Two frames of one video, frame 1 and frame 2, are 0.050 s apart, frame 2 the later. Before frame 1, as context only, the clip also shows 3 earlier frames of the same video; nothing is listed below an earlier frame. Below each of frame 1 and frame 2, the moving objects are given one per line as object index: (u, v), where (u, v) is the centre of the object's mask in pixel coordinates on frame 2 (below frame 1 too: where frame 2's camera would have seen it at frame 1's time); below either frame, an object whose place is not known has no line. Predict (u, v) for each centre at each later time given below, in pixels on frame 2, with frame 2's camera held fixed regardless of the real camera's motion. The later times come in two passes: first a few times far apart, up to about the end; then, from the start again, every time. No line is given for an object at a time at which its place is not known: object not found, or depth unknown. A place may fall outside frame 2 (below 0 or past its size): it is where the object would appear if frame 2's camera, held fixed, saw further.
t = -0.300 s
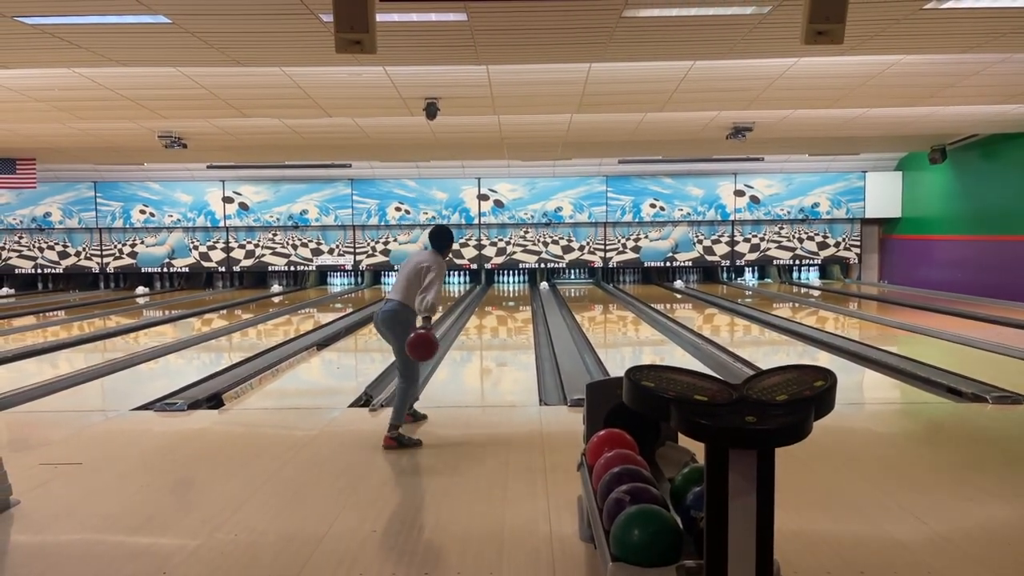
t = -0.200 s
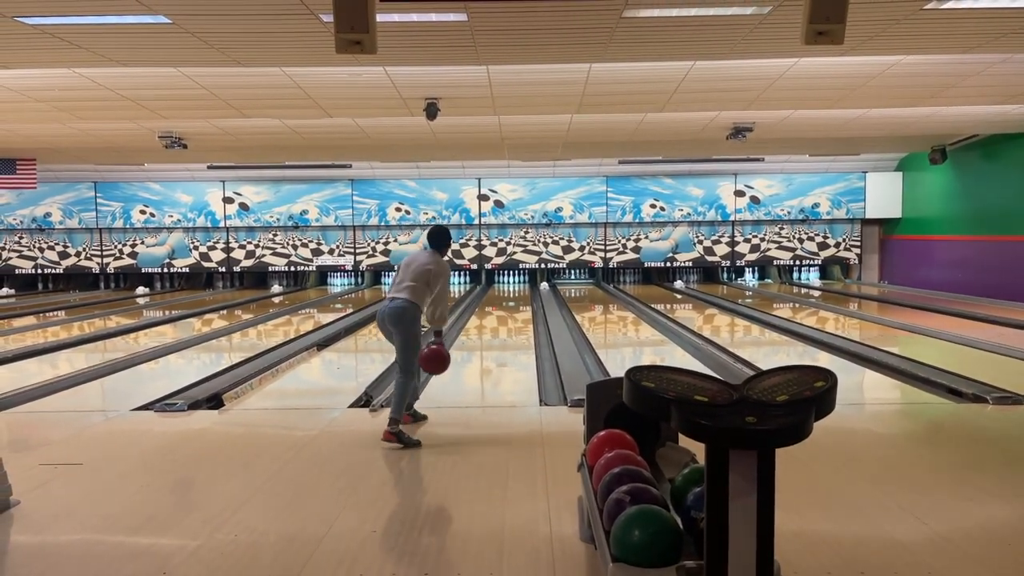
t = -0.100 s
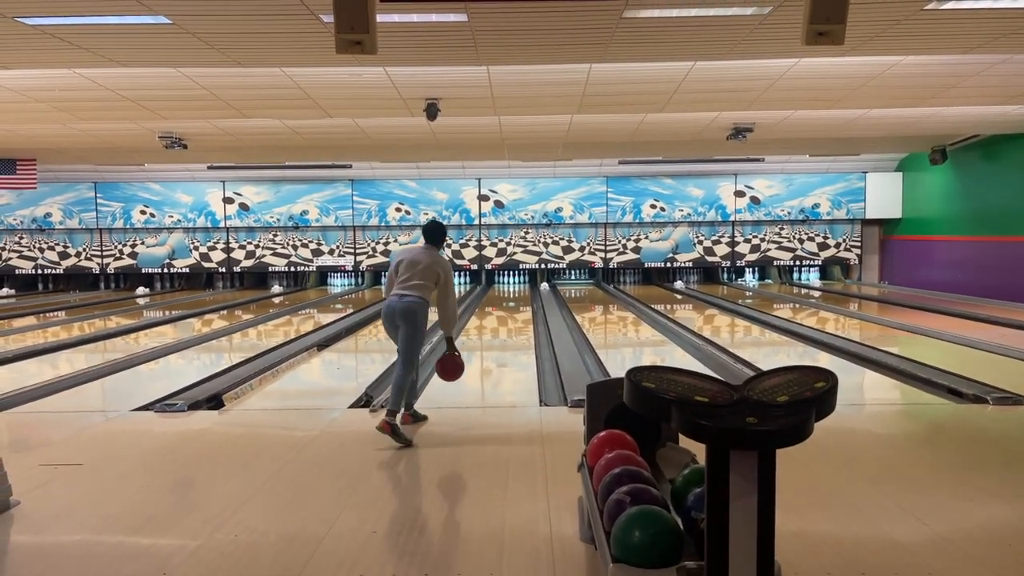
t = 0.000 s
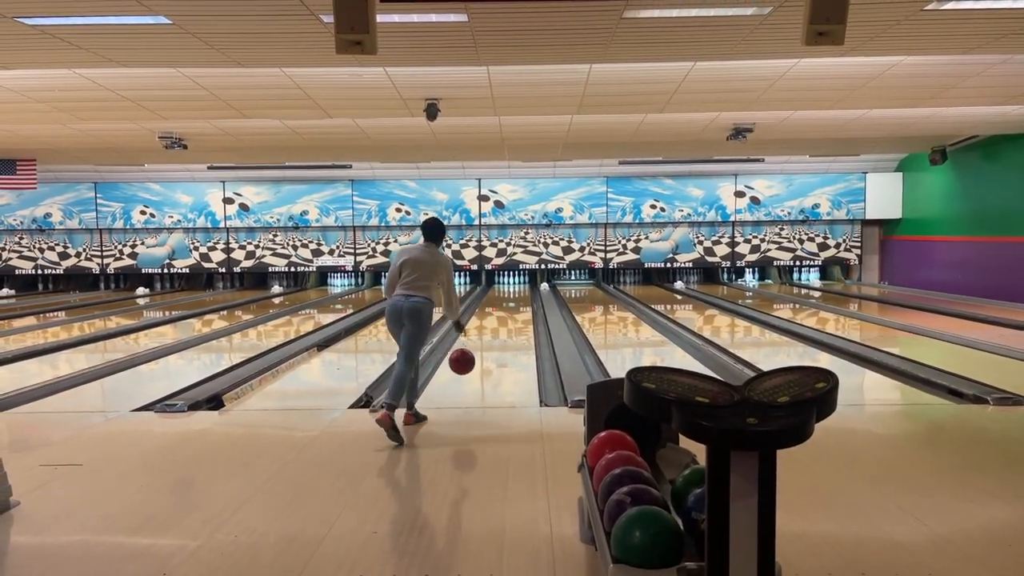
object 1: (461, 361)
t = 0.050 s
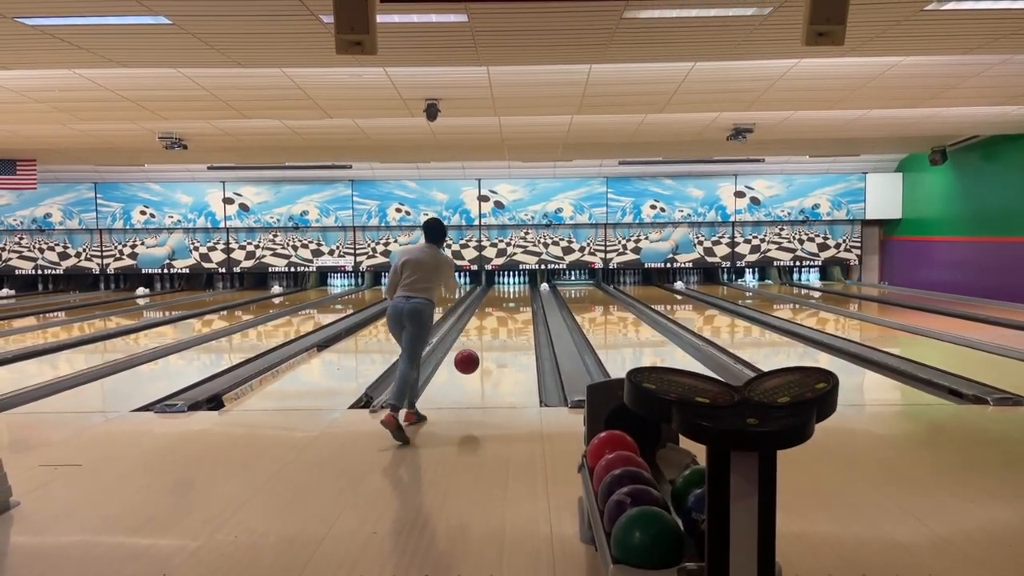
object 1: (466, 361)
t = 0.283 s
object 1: (485, 366)
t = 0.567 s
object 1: (500, 344)
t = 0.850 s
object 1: (510, 329)
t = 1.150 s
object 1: (518, 317)
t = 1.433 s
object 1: (523, 308)
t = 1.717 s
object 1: (527, 302)
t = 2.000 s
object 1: (530, 297)
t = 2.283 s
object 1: (534, 294)
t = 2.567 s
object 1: (534, 291)
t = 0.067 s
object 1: (468, 362)
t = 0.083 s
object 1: (470, 363)
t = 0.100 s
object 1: (471, 364)
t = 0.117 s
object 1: (473, 365)
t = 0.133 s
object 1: (474, 367)
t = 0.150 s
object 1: (475, 369)
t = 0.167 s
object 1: (477, 371)
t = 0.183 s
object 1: (478, 373)
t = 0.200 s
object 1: (479, 374)
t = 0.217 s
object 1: (480, 372)
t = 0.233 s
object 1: (481, 370)
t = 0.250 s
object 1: (483, 368)
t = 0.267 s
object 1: (484, 367)
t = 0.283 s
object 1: (485, 366)
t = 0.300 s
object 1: (486, 365)
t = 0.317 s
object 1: (487, 363)
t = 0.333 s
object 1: (488, 362)
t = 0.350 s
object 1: (489, 360)
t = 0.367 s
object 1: (490, 358)
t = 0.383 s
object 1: (491, 357)
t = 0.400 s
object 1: (492, 356)
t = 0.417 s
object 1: (493, 355)
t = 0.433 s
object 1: (493, 353)
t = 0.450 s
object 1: (494, 352)
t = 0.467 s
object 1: (495, 351)
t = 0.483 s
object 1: (496, 350)
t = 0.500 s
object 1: (497, 348)
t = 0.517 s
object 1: (497, 347)
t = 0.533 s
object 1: (498, 346)
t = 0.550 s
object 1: (499, 345)
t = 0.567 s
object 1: (500, 344)
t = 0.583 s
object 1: (500, 343)
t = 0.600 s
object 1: (501, 342)
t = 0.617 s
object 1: (502, 341)
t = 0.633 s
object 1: (502, 340)
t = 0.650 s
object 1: (503, 339)
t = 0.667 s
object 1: (504, 338)
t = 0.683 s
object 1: (504, 337)
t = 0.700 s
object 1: (505, 336)
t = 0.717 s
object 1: (506, 335)
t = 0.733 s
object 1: (506, 335)
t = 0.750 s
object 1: (507, 334)
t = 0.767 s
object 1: (507, 333)
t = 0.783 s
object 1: (508, 332)
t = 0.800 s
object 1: (509, 331)
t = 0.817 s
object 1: (509, 330)
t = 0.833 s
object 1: (510, 330)
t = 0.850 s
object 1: (510, 329)
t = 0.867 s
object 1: (511, 328)
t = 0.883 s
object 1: (511, 328)
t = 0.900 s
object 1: (512, 327)
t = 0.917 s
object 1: (512, 326)
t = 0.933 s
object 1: (513, 325)
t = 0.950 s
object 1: (513, 325)
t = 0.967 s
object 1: (513, 324)
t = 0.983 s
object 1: (514, 323)
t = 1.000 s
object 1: (515, 323)
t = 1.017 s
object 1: (515, 322)
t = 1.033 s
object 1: (515, 321)
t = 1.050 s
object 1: (516, 321)
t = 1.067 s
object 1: (516, 320)
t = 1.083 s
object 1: (516, 320)
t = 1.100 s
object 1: (517, 319)
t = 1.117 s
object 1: (517, 318)
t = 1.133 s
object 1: (517, 318)
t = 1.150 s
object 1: (518, 317)
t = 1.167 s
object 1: (519, 316)
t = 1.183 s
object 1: (519, 316)
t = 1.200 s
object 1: (519, 316)
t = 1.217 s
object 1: (519, 315)
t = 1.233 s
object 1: (520, 314)
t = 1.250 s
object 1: (520, 313)
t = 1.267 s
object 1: (521, 313)
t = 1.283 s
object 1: (521, 313)
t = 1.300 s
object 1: (521, 312)
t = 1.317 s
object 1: (522, 312)
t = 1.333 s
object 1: (522, 311)
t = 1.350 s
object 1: (522, 311)
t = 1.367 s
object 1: (522, 310)
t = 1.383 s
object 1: (523, 310)
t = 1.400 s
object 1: (523, 309)
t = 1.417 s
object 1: (523, 309)
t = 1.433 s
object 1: (523, 308)
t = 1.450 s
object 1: (524, 308)
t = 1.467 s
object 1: (524, 307)
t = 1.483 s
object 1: (524, 307)
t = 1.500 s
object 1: (524, 307)
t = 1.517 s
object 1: (525, 306)
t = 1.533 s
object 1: (525, 306)
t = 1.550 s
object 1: (525, 306)
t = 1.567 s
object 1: (525, 305)
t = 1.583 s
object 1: (525, 305)
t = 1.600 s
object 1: (526, 304)
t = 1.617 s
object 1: (526, 304)
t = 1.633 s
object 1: (526, 303)
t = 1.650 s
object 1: (527, 303)
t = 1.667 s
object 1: (527, 303)
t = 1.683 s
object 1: (527, 303)
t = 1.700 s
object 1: (527, 303)
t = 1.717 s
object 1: (527, 302)
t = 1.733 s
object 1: (527, 302)
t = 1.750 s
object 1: (527, 301)
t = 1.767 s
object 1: (528, 301)
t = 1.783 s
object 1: (528, 301)
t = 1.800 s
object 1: (528, 300)
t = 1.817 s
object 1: (529, 299)
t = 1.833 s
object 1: (529, 299)
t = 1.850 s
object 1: (529, 299)
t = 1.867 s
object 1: (529, 299)
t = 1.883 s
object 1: (529, 299)
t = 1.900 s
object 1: (529, 298)
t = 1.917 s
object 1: (529, 298)
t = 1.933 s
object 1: (530, 298)
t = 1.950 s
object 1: (530, 298)
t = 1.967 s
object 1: (530, 298)
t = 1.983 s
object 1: (530, 297)
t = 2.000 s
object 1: (530, 297)
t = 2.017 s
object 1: (530, 296)
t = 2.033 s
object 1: (530, 296)
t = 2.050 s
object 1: (530, 296)
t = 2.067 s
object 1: (531, 296)
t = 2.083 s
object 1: (531, 295)
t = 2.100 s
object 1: (531, 295)
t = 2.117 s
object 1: (532, 295)
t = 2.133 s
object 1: (532, 295)
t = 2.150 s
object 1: (532, 295)
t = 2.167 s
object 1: (532, 295)
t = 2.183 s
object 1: (533, 295)
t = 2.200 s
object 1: (534, 295)
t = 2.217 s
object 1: (534, 295)
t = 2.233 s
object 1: (535, 295)
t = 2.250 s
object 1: (535, 295)
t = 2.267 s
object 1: (534, 295)
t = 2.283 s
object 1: (534, 294)
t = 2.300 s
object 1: (534, 294)
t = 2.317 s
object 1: (534, 294)
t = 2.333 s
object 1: (534, 294)
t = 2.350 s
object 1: (534, 293)
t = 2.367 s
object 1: (534, 293)
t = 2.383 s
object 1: (534, 293)
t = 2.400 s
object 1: (534, 292)
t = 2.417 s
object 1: (534, 293)
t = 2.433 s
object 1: (534, 293)
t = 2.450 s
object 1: (534, 293)
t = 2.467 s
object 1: (534, 292)
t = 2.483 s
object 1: (534, 292)
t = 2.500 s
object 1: (534, 292)
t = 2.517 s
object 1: (534, 291)
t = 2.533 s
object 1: (534, 291)
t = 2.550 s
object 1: (534, 291)
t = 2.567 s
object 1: (534, 291)
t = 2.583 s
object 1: (534, 291)
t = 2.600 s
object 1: (534, 291)
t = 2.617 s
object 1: (533, 290)
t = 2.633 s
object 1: (534, 290)
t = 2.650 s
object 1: (533, 290)
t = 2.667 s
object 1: (533, 290)
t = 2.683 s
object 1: (533, 290)
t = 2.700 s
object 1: (533, 290)
